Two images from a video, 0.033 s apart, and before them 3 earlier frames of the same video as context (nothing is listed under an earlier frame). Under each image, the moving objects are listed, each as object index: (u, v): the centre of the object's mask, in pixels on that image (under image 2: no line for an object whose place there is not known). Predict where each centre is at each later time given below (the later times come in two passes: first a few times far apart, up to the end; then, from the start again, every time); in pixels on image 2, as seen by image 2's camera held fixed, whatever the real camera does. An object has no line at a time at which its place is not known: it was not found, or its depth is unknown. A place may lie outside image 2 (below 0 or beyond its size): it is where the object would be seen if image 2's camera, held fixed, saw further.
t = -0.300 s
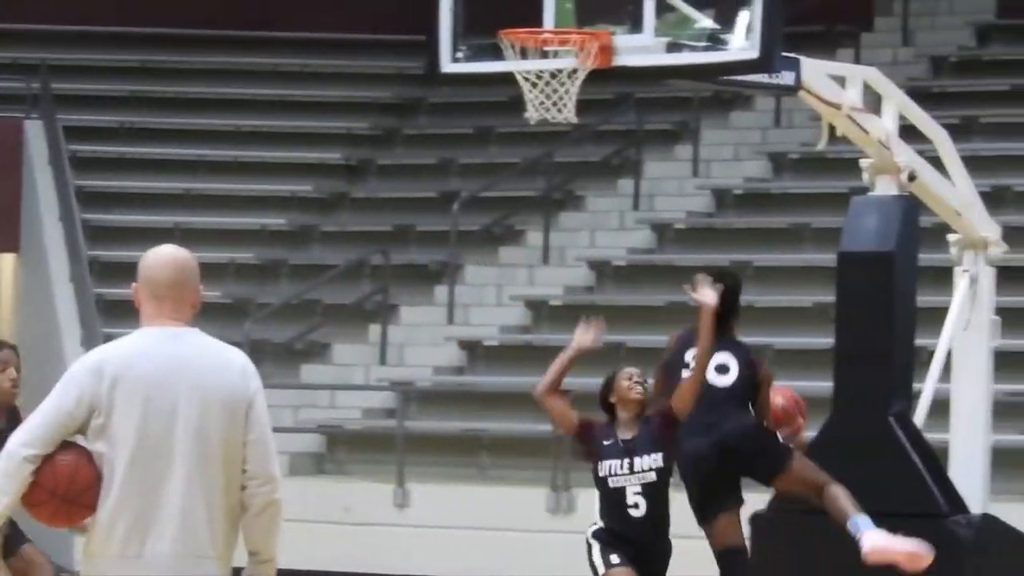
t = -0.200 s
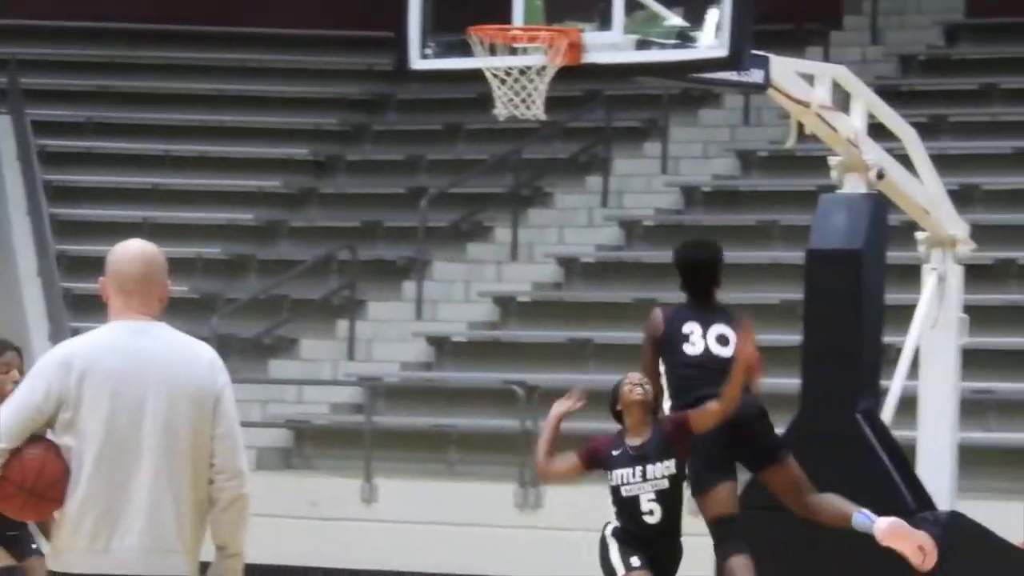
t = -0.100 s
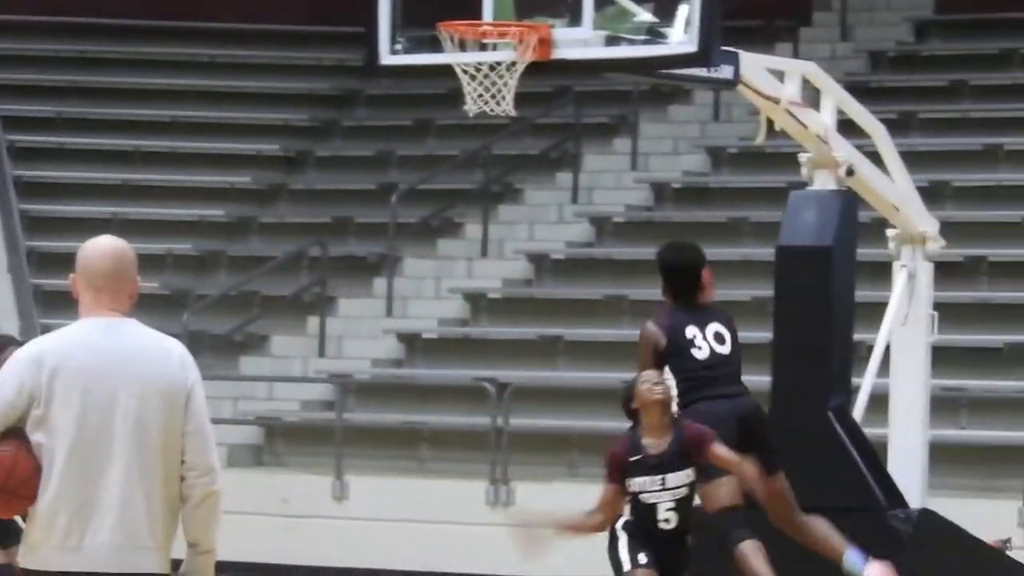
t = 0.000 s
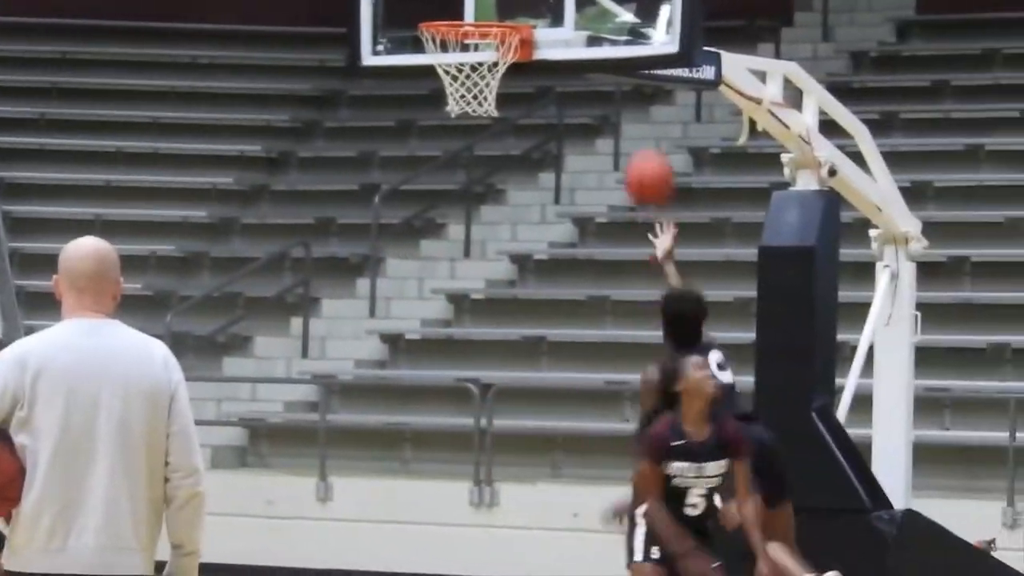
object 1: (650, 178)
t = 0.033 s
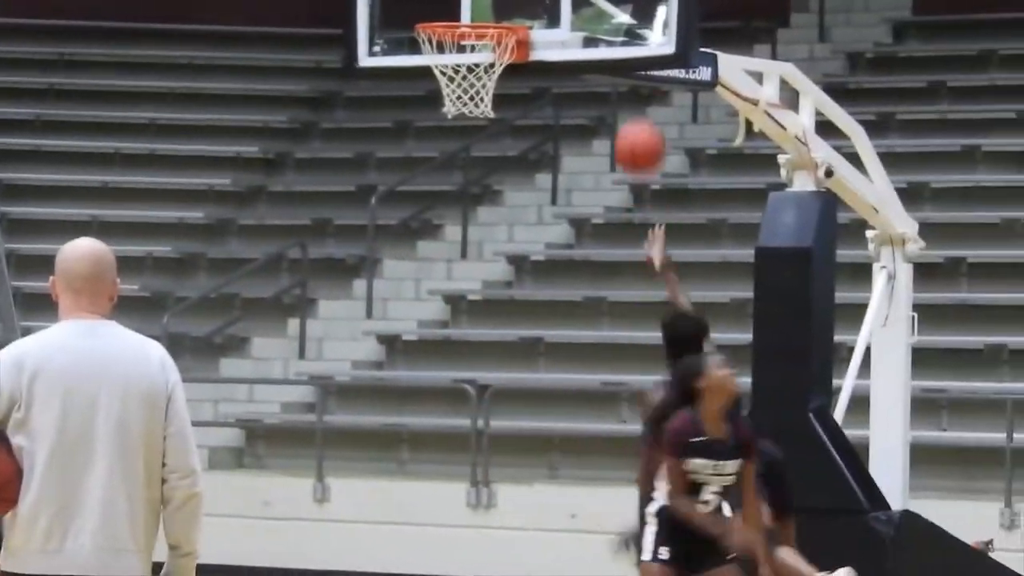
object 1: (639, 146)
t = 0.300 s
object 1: (590, 0)
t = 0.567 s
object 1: (511, -19)
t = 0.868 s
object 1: (471, 53)
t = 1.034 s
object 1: (473, 78)
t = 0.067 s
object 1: (633, 118)
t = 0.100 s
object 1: (627, 94)
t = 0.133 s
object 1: (622, 74)
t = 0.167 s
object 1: (615, 53)
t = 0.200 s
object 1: (608, 33)
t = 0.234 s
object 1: (602, 18)
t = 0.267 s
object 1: (596, 7)
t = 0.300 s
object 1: (590, 0)
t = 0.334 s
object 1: (583, -6)
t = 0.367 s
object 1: (577, -10)
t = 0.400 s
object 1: (570, -13)
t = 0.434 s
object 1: (561, -16)
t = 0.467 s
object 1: (549, -19)
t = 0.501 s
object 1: (536, -20)
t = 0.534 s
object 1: (523, -20)
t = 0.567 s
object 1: (511, -19)
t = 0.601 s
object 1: (497, -17)
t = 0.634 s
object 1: (485, -13)
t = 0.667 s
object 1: (471, -2)
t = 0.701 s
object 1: (456, 6)
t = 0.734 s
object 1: (455, 10)
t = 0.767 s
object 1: (458, 13)
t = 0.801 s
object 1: (463, 36)
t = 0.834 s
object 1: (466, 47)
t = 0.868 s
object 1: (471, 53)
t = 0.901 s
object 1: (474, 59)
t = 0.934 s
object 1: (477, 66)
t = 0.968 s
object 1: (477, 71)
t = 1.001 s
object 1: (474, 74)
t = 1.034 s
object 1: (473, 78)
